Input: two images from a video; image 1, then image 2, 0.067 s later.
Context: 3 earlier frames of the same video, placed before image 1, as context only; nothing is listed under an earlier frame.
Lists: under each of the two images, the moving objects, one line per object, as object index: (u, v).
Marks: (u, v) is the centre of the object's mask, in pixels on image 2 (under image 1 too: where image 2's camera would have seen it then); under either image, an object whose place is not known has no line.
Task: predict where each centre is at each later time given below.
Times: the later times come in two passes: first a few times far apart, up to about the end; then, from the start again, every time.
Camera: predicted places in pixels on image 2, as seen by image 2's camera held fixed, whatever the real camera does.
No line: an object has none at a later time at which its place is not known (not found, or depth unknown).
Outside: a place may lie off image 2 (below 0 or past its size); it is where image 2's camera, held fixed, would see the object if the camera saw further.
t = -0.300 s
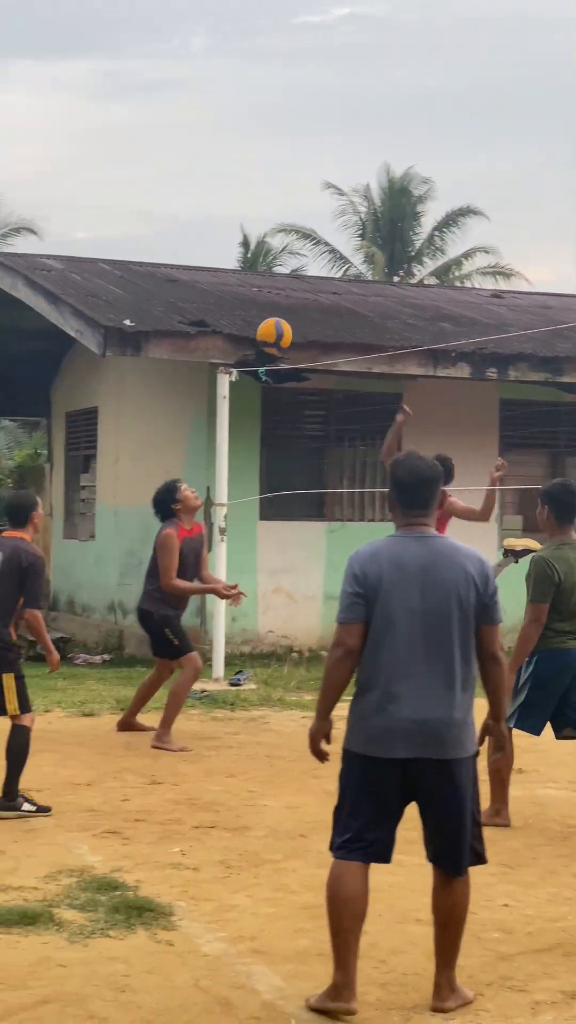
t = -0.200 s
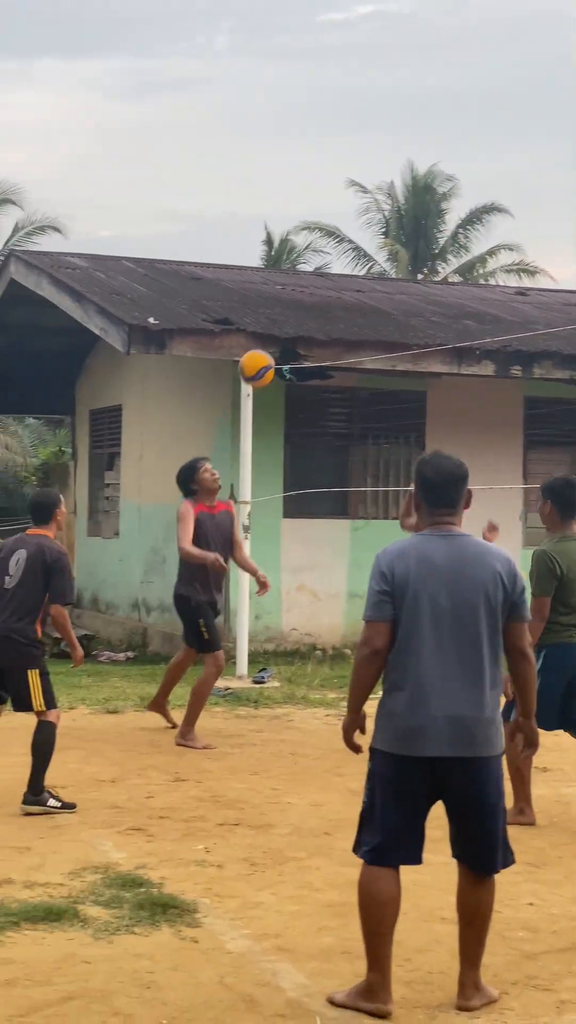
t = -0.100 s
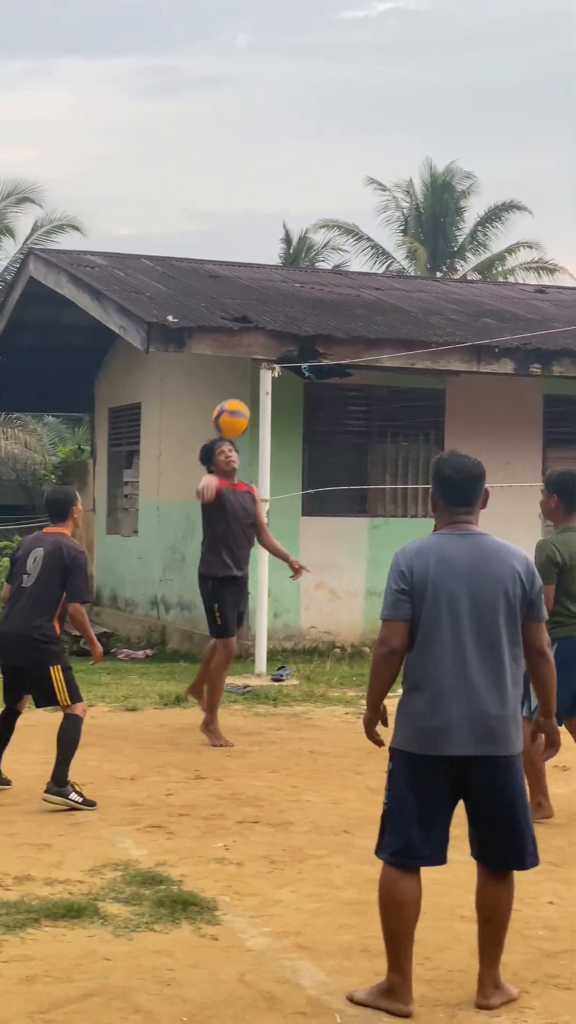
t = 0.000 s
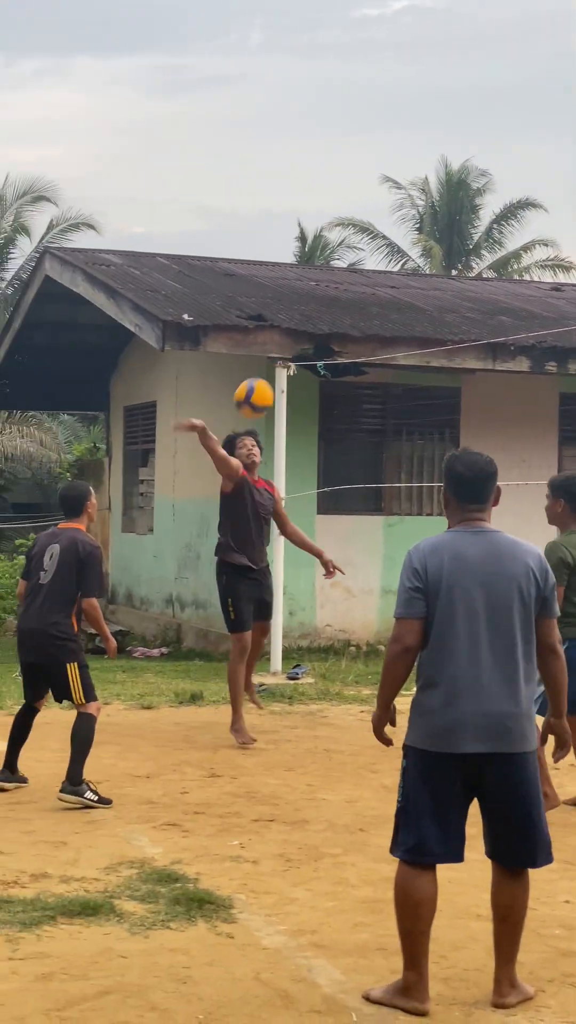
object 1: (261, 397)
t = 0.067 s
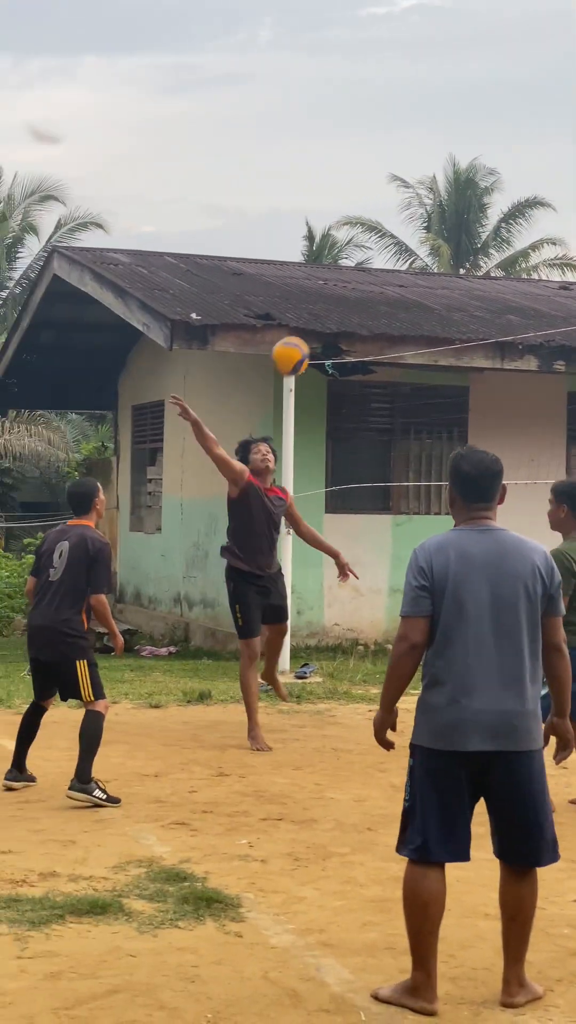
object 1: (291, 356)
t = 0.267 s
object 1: (375, 280)
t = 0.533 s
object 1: (484, 288)
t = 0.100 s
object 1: (304, 340)
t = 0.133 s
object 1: (319, 324)
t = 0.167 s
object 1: (334, 309)
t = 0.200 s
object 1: (347, 298)
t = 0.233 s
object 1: (361, 288)
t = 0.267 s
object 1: (375, 280)
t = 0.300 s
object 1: (390, 274)
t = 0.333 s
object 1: (404, 271)
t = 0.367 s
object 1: (417, 269)
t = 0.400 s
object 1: (431, 269)
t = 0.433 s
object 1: (444, 271)
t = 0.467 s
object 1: (458, 275)
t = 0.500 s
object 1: (471, 281)
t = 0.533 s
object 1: (484, 288)
